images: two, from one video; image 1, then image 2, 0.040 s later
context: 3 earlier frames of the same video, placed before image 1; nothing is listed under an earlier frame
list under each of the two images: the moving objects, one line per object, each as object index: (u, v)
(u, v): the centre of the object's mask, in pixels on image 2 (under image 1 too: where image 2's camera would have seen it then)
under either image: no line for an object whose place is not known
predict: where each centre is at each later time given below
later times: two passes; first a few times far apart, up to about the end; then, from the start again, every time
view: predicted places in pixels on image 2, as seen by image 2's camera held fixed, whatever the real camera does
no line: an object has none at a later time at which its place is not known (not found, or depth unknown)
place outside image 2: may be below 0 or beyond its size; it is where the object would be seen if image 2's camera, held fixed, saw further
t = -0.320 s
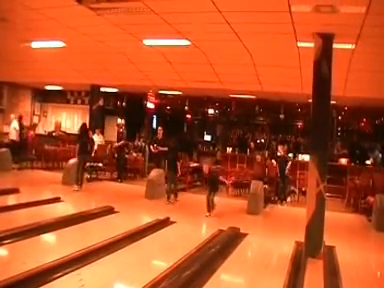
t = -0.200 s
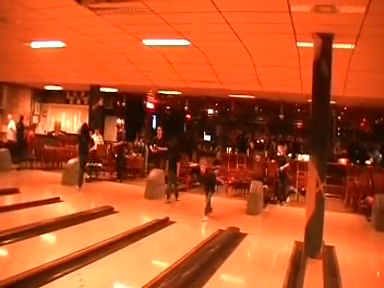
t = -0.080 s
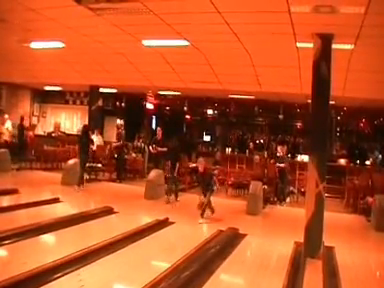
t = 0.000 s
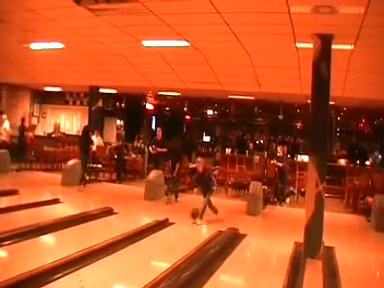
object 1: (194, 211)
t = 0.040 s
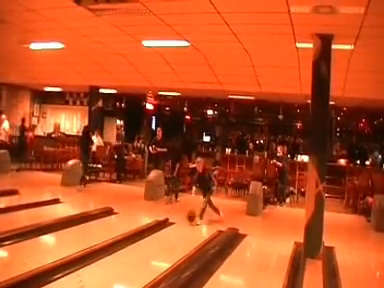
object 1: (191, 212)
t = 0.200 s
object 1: (177, 221)
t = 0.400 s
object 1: (151, 234)
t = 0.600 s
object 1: (119, 246)
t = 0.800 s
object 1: (72, 265)
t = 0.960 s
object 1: (21, 284)
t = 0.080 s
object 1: (187, 216)
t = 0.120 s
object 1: (182, 218)
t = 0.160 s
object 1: (179, 220)
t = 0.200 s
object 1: (177, 221)
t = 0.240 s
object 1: (175, 223)
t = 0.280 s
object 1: (170, 223)
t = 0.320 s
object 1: (162, 230)
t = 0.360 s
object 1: (156, 232)
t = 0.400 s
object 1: (151, 234)
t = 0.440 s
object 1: (145, 236)
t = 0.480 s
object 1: (139, 238)
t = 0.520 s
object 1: (133, 239)
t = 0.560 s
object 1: (126, 243)
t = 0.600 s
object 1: (119, 246)
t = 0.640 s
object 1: (111, 249)
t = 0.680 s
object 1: (101, 253)
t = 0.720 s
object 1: (93, 257)
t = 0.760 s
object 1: (83, 261)
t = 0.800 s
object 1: (72, 265)
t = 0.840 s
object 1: (60, 270)
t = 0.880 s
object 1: (49, 274)
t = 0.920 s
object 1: (34, 278)
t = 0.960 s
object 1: (21, 284)
